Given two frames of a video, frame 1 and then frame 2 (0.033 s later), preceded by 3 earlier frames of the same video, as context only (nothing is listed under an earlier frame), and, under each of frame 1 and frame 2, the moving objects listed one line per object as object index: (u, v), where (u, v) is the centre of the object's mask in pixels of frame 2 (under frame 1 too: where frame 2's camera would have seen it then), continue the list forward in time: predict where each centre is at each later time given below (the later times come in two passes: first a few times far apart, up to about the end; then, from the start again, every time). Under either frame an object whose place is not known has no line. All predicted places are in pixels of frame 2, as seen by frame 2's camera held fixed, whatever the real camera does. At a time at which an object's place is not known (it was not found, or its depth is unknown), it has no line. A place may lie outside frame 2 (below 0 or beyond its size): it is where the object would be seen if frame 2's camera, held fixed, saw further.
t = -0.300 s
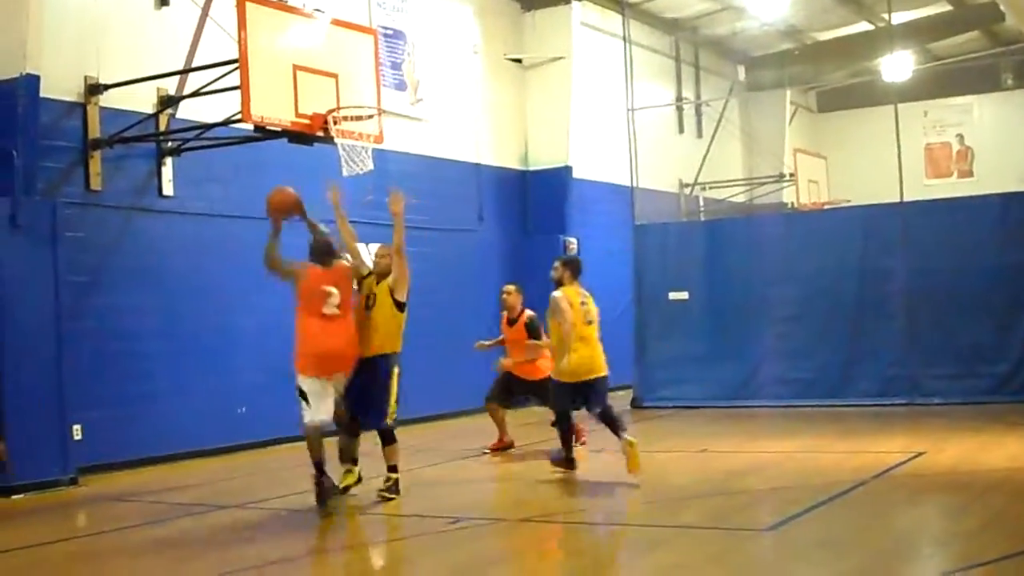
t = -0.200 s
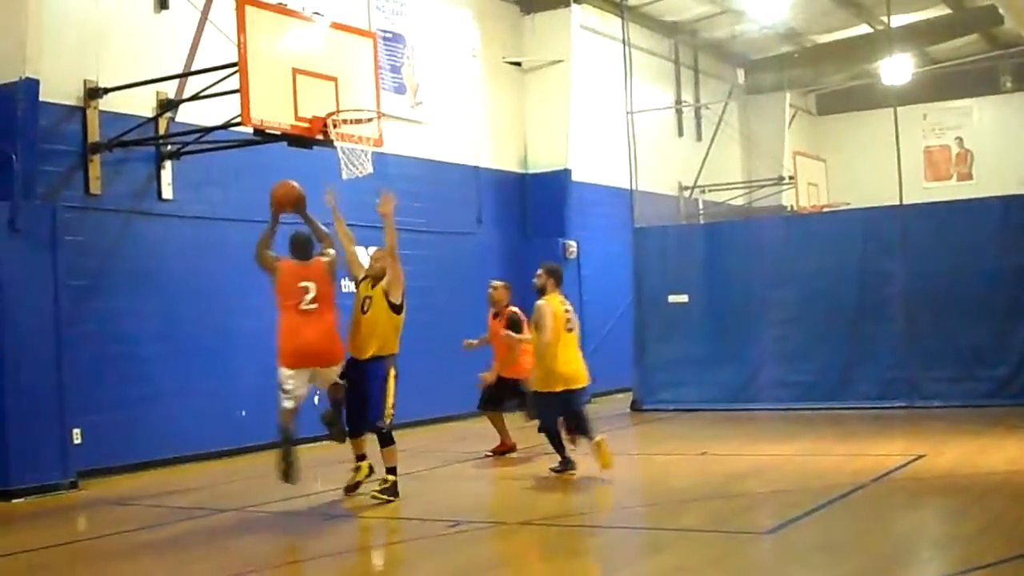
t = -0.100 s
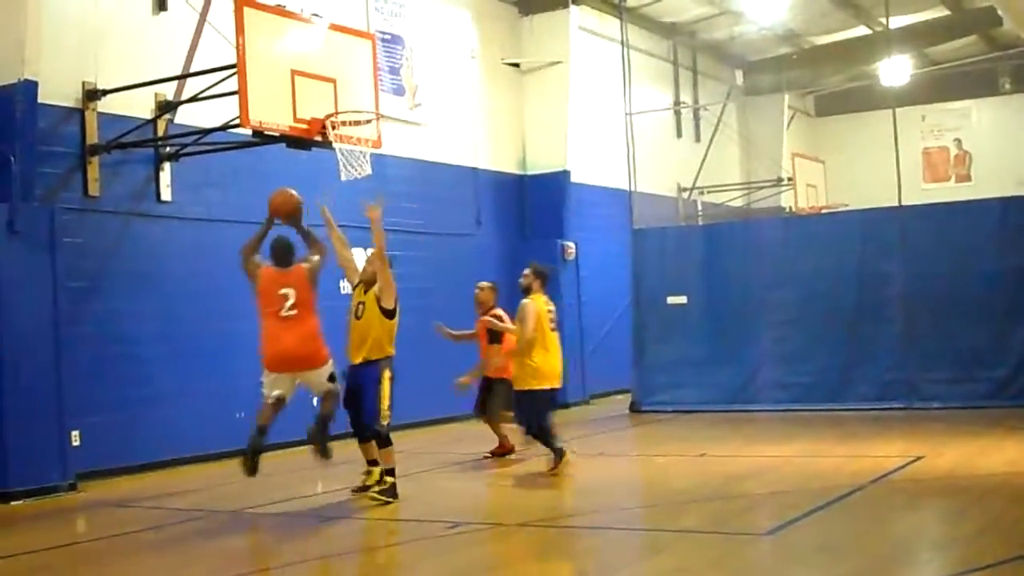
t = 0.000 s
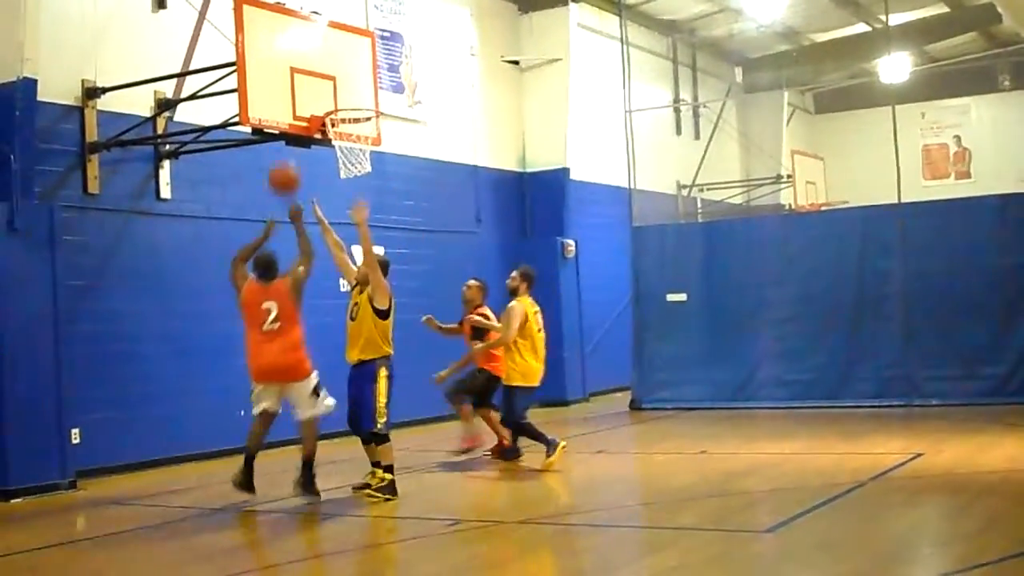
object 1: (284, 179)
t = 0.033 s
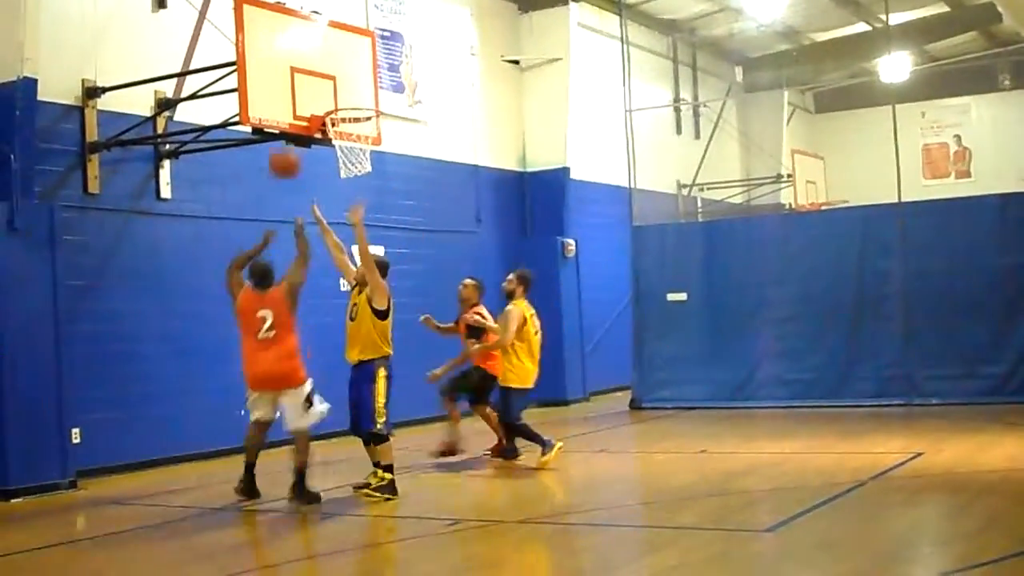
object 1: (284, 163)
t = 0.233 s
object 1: (287, 101)
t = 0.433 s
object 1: (298, 91)
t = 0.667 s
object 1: (301, 95)
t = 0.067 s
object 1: (285, 146)
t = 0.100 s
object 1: (285, 135)
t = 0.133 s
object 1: (285, 124)
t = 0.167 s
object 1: (286, 117)
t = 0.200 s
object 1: (286, 107)
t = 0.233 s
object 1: (287, 101)
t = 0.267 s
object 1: (288, 96)
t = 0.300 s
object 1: (289, 93)
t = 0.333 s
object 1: (289, 90)
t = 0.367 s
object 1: (290, 89)
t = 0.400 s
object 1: (291, 90)
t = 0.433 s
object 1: (298, 91)
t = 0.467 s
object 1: (305, 94)
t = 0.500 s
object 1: (313, 98)
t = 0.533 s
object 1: (316, 100)
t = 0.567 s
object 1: (312, 97)
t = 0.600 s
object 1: (308, 95)
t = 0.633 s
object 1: (305, 94)
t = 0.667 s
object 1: (301, 95)
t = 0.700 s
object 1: (296, 97)
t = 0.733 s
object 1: (293, 99)
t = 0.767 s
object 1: (289, 104)
